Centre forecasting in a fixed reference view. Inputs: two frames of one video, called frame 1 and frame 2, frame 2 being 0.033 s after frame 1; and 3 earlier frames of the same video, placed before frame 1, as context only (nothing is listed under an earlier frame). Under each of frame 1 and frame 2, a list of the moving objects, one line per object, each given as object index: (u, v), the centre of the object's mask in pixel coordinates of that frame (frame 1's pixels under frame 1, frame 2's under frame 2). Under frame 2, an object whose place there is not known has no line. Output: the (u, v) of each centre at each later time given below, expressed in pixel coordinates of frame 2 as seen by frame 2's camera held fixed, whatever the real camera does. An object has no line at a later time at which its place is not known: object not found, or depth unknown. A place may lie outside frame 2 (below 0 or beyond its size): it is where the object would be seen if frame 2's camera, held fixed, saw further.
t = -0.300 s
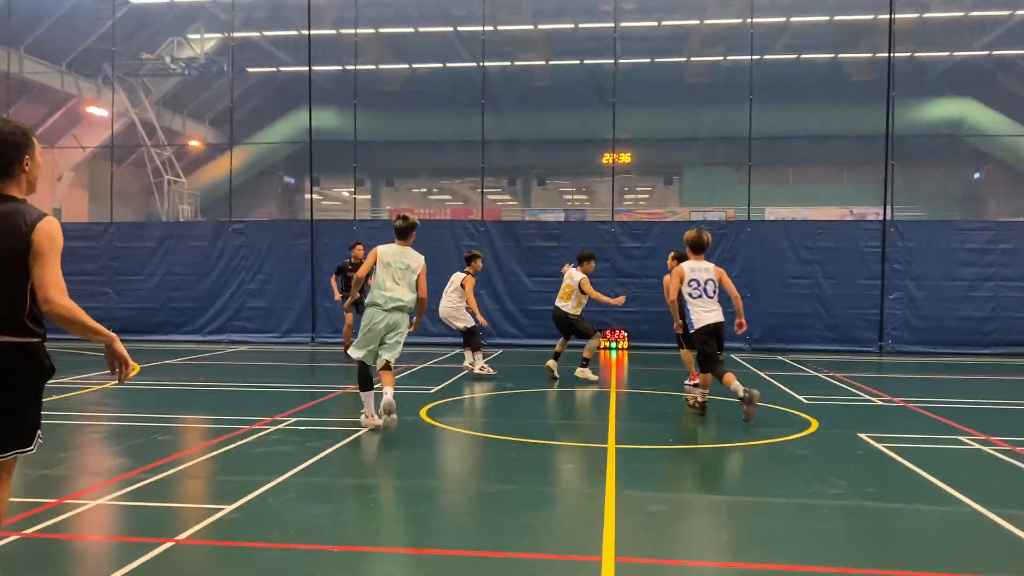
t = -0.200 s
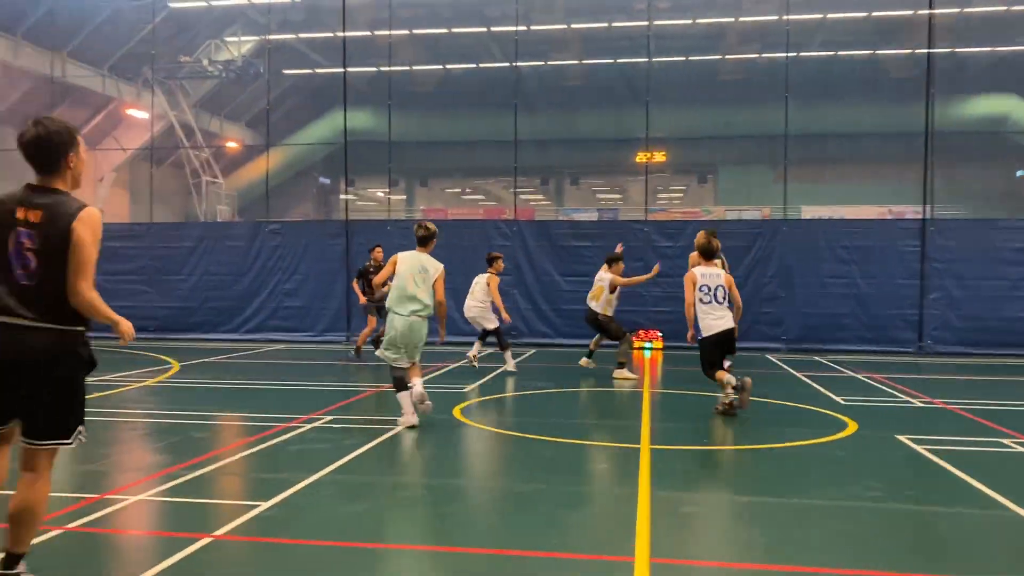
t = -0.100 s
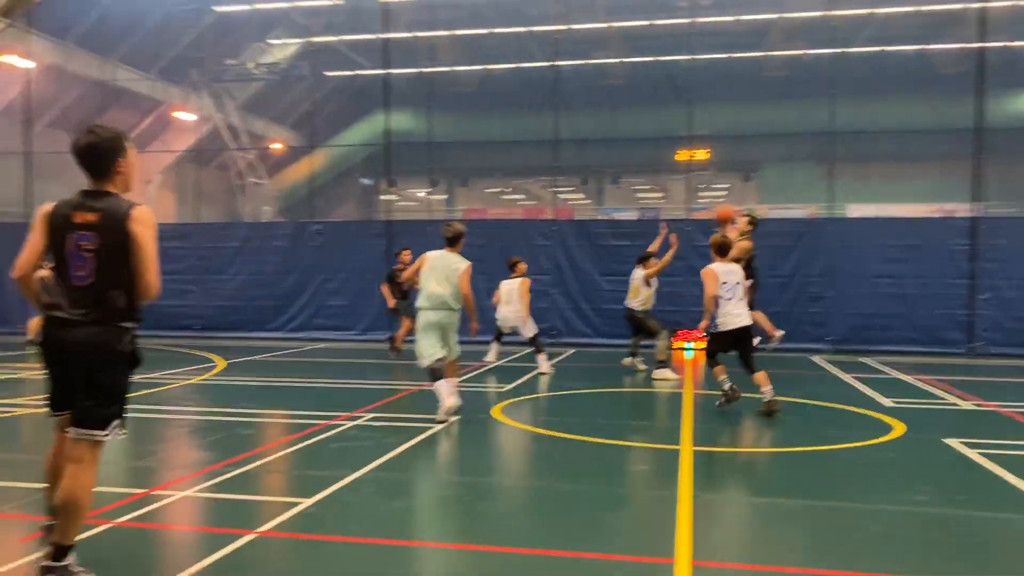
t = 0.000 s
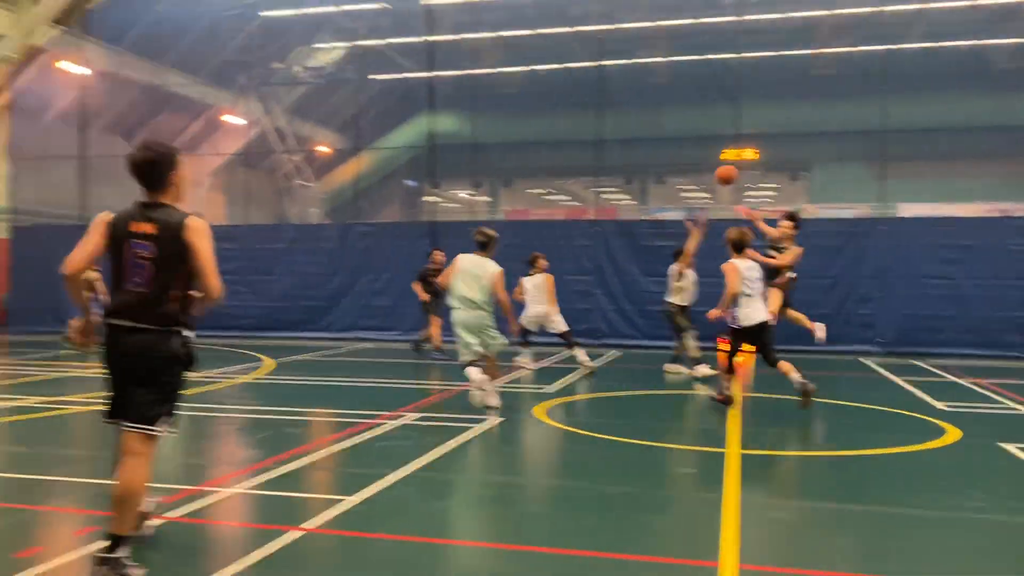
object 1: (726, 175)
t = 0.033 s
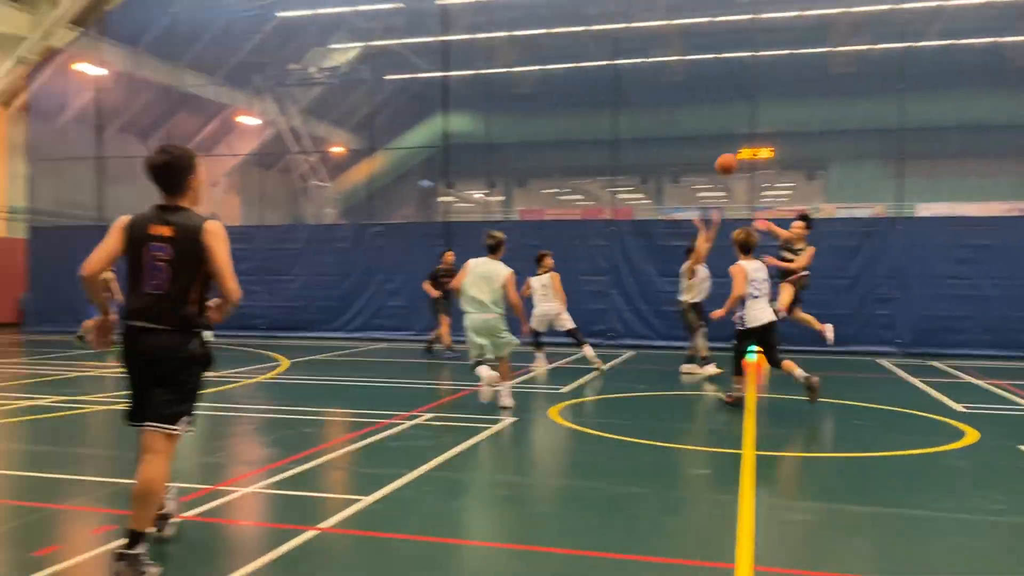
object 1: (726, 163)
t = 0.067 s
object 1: (708, 154)
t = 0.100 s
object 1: (691, 146)
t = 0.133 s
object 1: (672, 137)
